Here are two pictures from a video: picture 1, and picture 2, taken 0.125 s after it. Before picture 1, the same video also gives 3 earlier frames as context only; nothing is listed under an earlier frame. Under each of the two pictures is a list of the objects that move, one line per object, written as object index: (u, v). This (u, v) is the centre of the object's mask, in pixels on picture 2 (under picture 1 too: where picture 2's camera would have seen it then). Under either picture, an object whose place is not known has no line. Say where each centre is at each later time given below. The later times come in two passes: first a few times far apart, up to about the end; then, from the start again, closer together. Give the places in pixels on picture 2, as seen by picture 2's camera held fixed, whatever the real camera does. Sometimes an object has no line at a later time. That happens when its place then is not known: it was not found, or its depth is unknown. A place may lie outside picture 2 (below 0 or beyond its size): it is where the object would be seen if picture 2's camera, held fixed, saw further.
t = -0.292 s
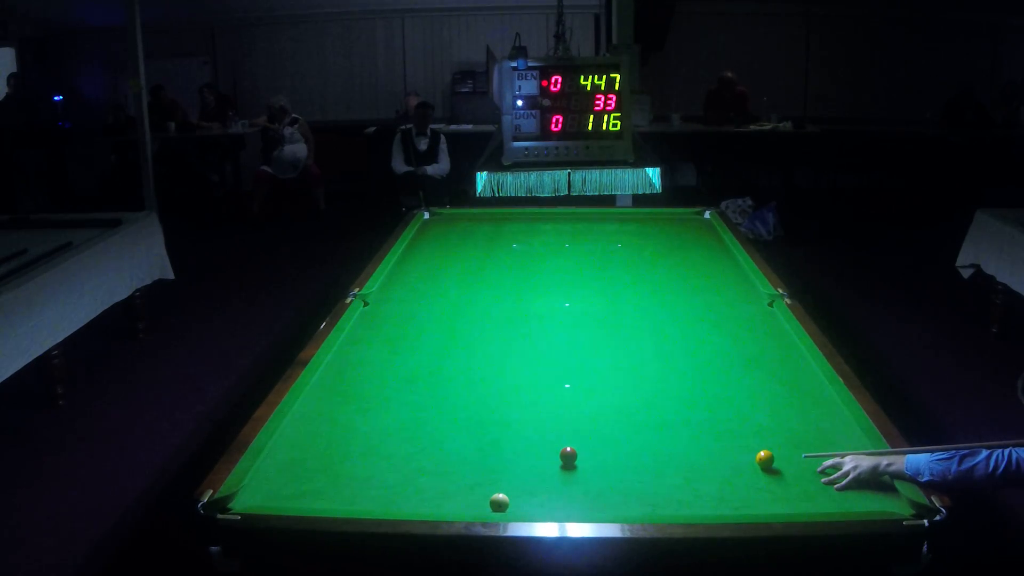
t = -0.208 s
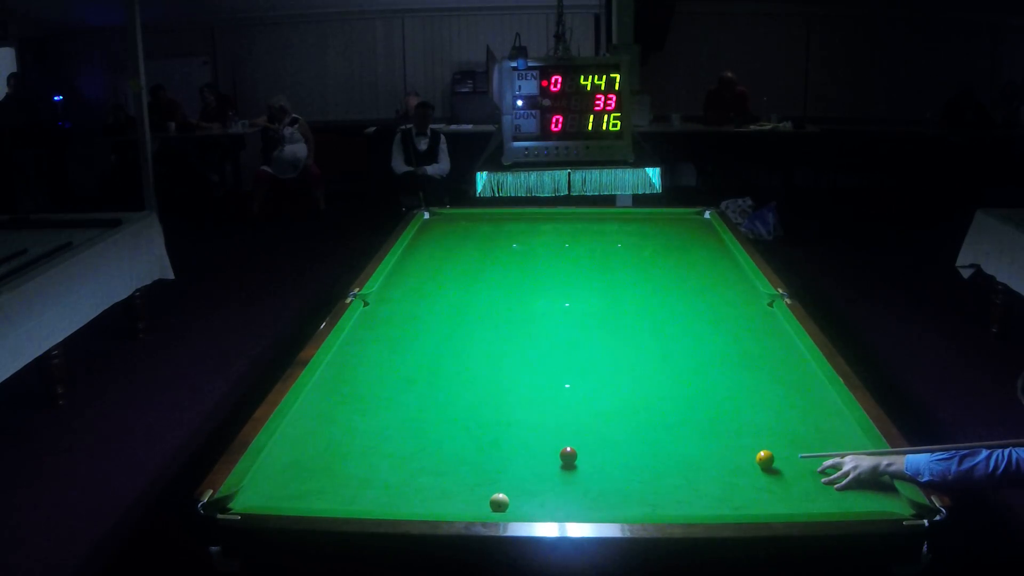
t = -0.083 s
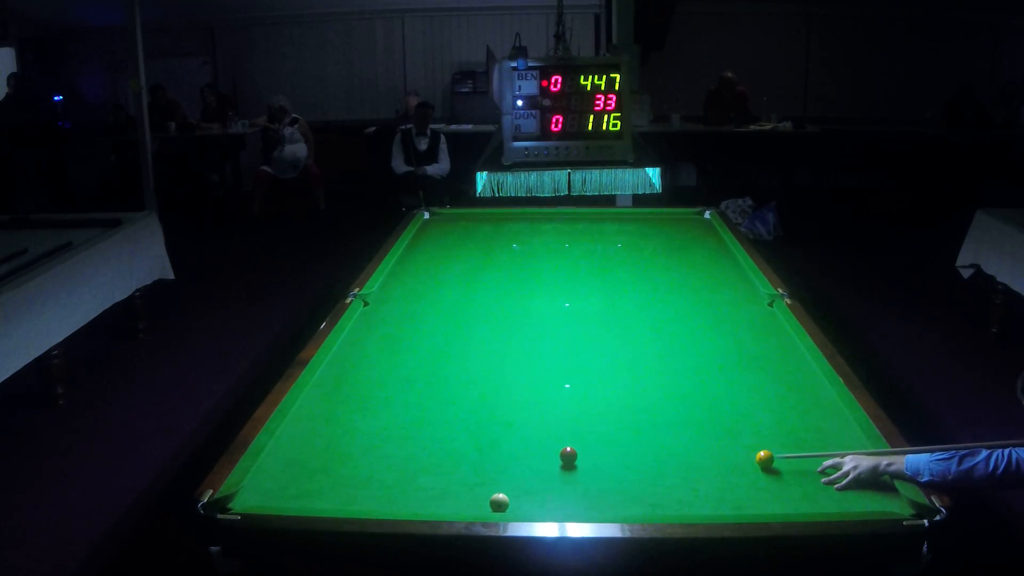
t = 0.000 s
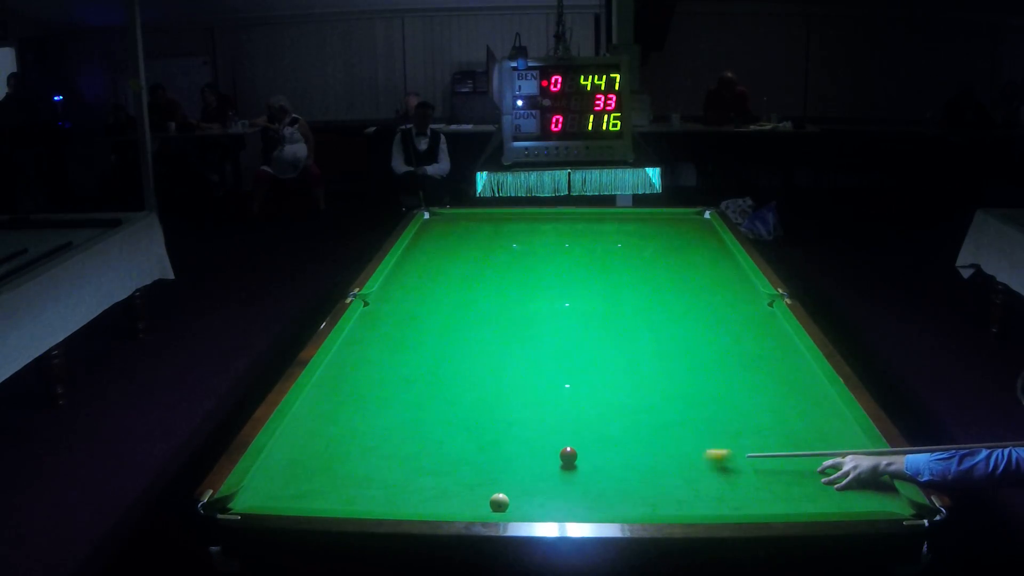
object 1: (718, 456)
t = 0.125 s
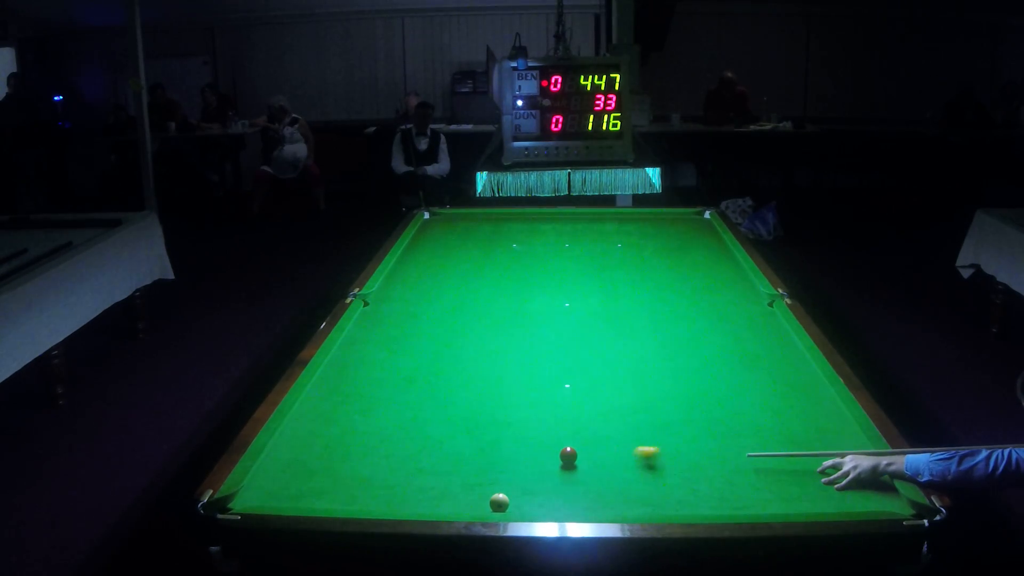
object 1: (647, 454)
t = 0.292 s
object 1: (579, 448)
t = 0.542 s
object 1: (534, 428)
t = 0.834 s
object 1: (484, 410)
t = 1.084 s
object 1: (447, 395)
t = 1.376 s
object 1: (409, 381)
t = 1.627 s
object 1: (380, 370)
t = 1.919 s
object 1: (349, 358)
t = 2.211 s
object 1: (354, 350)
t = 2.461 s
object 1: (374, 345)
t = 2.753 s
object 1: (395, 339)
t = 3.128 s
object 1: (419, 332)
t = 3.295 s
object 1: (427, 331)
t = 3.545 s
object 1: (438, 327)
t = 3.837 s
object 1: (450, 324)
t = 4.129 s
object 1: (460, 321)
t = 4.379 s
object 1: (468, 319)
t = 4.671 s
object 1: (475, 317)
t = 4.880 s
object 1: (479, 316)
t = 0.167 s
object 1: (624, 452)
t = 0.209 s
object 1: (602, 452)
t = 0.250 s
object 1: (584, 451)
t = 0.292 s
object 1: (579, 448)
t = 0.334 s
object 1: (573, 445)
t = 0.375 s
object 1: (565, 442)
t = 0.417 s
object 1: (557, 439)
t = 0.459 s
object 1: (549, 434)
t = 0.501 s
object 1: (541, 432)
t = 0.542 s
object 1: (534, 428)
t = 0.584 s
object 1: (526, 426)
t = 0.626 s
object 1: (519, 423)
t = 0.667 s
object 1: (512, 421)
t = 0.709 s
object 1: (505, 417)
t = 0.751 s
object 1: (498, 415)
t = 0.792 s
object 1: (491, 412)
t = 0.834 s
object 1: (484, 410)
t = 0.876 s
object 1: (478, 407)
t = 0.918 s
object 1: (472, 405)
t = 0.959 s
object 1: (465, 402)
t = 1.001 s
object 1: (459, 400)
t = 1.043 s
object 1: (453, 398)
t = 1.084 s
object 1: (447, 395)
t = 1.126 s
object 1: (442, 393)
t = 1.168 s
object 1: (436, 391)
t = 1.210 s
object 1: (430, 389)
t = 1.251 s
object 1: (425, 387)
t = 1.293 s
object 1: (419, 385)
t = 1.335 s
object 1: (414, 383)
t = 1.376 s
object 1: (409, 381)
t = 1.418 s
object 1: (404, 379)
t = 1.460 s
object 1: (399, 377)
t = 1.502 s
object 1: (394, 375)
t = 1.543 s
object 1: (389, 373)
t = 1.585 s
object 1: (384, 372)
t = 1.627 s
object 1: (380, 370)
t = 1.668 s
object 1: (375, 368)
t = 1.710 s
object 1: (371, 366)
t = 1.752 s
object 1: (366, 365)
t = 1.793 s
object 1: (362, 363)
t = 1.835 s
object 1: (358, 361)
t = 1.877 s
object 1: (353, 360)
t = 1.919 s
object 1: (349, 358)
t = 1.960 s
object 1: (345, 357)
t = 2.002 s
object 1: (342, 355)
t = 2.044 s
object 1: (339, 354)
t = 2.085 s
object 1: (343, 353)
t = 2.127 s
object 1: (347, 352)
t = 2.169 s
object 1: (351, 351)
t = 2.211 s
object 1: (354, 350)
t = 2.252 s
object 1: (358, 349)
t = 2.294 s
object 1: (361, 348)
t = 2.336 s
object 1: (365, 347)
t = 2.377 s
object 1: (368, 346)
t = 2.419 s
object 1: (371, 346)
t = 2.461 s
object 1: (374, 345)
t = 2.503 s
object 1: (378, 344)
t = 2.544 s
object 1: (380, 343)
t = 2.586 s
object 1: (383, 342)
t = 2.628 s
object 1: (386, 341)
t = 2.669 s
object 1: (389, 341)
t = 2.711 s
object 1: (392, 340)
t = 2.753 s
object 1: (395, 339)
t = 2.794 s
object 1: (398, 338)
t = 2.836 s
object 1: (400, 338)
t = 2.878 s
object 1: (403, 337)
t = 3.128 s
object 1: (419, 332)
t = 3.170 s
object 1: (420, 332)
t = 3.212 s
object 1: (422, 332)
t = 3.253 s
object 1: (425, 331)
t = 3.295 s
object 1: (427, 331)
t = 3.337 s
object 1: (429, 330)
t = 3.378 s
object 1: (431, 330)
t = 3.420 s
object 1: (433, 329)
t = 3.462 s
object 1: (435, 328)
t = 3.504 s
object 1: (436, 328)
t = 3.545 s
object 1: (438, 327)
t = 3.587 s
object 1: (440, 327)
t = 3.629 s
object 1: (442, 326)
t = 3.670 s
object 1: (444, 326)
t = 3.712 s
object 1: (445, 325)
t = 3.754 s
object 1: (447, 325)
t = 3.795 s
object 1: (449, 325)
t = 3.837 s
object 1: (450, 324)
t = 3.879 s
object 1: (452, 323)
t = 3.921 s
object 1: (453, 323)
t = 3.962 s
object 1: (455, 323)
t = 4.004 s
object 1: (456, 322)
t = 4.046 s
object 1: (458, 322)
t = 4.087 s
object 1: (459, 321)
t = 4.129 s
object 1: (460, 321)
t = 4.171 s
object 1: (462, 321)
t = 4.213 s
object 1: (463, 320)
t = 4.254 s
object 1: (464, 320)
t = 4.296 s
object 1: (466, 320)
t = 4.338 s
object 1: (467, 319)
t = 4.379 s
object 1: (468, 319)
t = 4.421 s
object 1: (469, 319)
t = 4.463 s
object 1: (470, 318)
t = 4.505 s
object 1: (471, 318)
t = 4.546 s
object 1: (472, 318)
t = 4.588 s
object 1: (473, 318)
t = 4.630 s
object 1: (474, 317)
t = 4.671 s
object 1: (475, 317)
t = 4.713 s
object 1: (476, 317)
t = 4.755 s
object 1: (477, 316)
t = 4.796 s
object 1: (478, 316)
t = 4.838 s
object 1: (478, 316)
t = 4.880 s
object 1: (479, 316)
